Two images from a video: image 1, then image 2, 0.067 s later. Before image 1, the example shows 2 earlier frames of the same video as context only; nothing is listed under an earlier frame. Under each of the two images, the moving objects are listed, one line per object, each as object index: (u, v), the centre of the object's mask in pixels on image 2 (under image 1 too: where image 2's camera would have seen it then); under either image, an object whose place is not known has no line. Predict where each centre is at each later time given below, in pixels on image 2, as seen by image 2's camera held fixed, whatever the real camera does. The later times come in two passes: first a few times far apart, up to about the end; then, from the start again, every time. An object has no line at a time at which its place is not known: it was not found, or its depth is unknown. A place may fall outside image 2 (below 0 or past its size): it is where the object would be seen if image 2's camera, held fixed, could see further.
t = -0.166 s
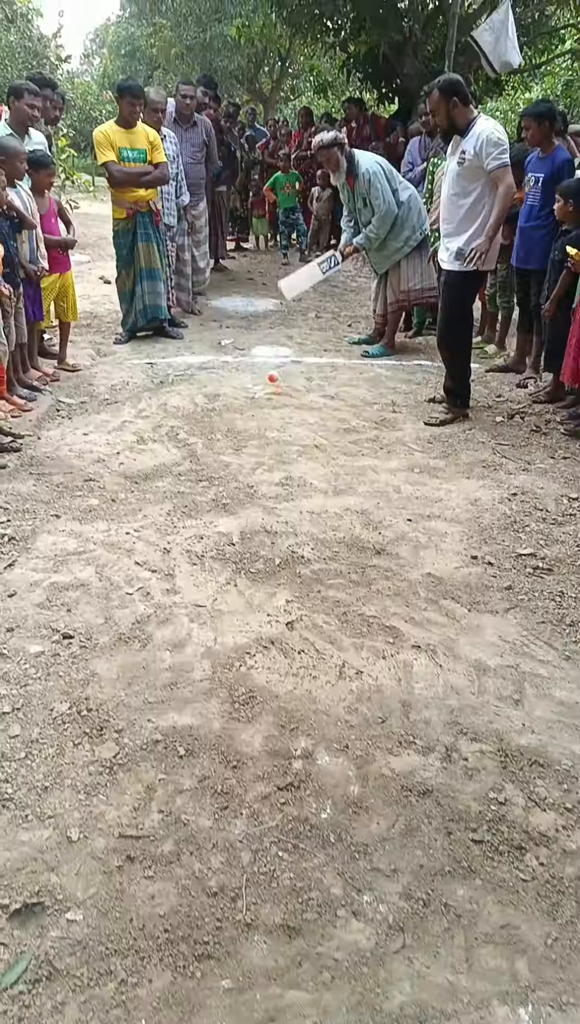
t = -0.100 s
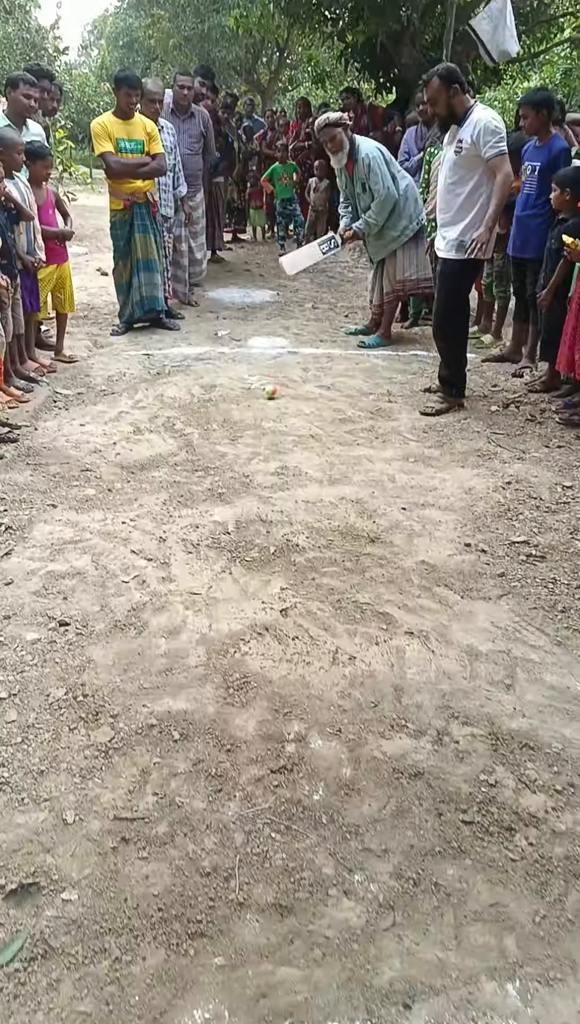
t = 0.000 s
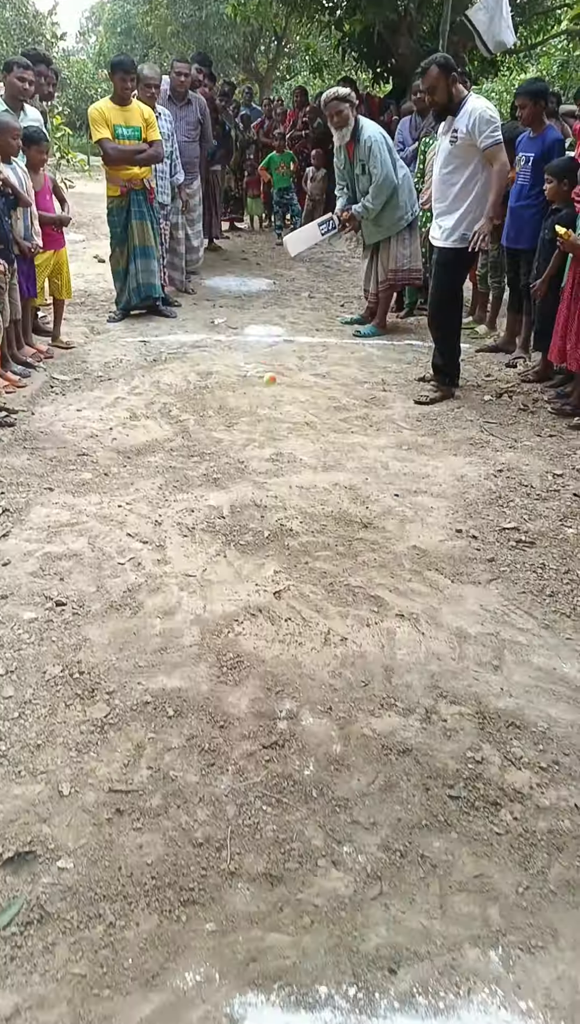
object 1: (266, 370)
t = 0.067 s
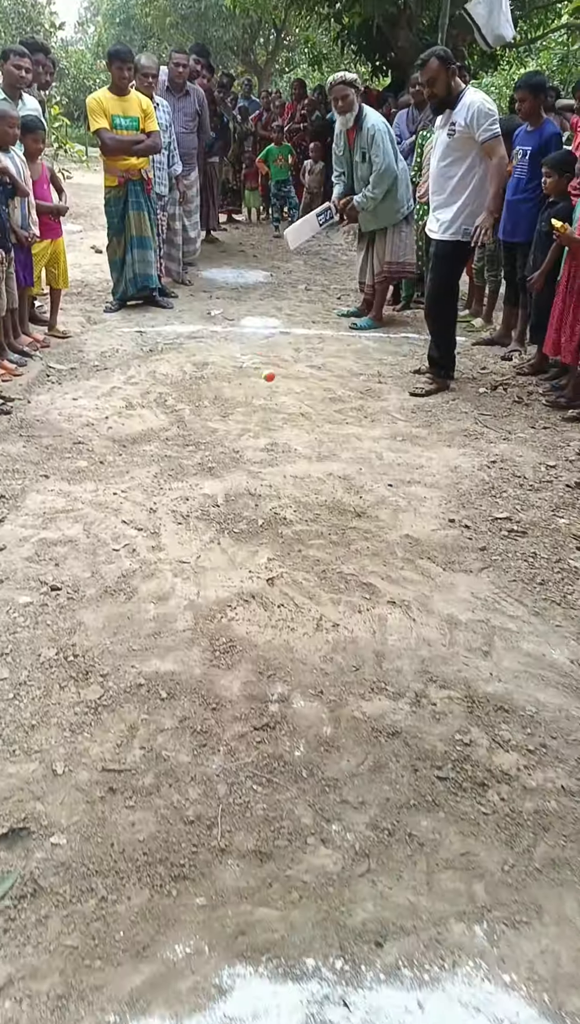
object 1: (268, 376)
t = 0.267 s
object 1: (277, 422)
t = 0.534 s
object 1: (288, 473)
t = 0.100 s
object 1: (270, 382)
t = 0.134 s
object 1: (272, 392)
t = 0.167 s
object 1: (273, 401)
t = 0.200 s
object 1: (275, 418)
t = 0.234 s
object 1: (276, 423)
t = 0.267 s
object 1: (277, 422)
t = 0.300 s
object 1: (279, 425)
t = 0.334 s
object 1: (281, 430)
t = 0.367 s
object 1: (284, 441)
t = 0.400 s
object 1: (285, 450)
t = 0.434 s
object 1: (288, 464)
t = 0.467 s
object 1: (288, 466)
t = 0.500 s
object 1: (288, 468)
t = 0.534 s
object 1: (288, 473)
